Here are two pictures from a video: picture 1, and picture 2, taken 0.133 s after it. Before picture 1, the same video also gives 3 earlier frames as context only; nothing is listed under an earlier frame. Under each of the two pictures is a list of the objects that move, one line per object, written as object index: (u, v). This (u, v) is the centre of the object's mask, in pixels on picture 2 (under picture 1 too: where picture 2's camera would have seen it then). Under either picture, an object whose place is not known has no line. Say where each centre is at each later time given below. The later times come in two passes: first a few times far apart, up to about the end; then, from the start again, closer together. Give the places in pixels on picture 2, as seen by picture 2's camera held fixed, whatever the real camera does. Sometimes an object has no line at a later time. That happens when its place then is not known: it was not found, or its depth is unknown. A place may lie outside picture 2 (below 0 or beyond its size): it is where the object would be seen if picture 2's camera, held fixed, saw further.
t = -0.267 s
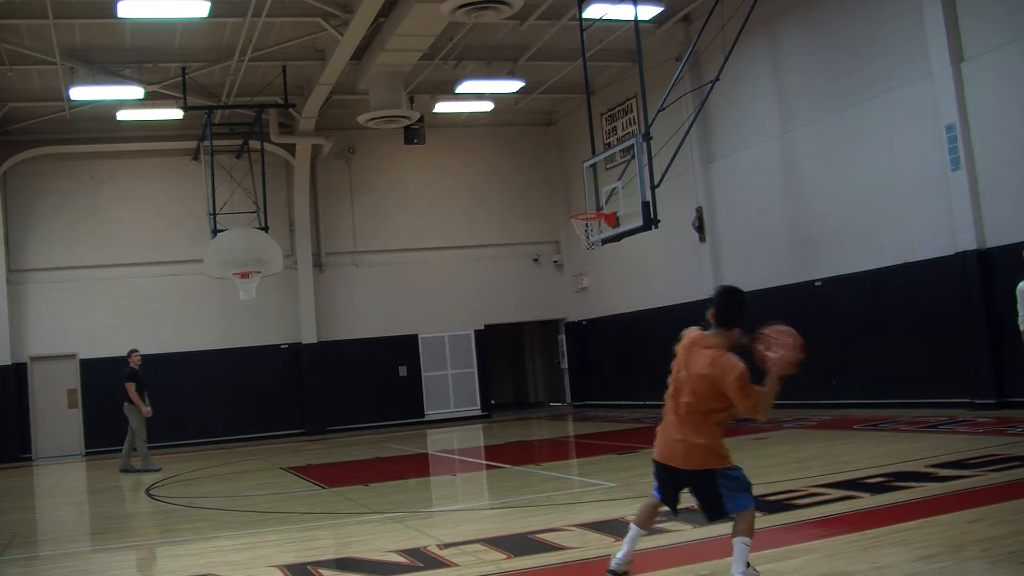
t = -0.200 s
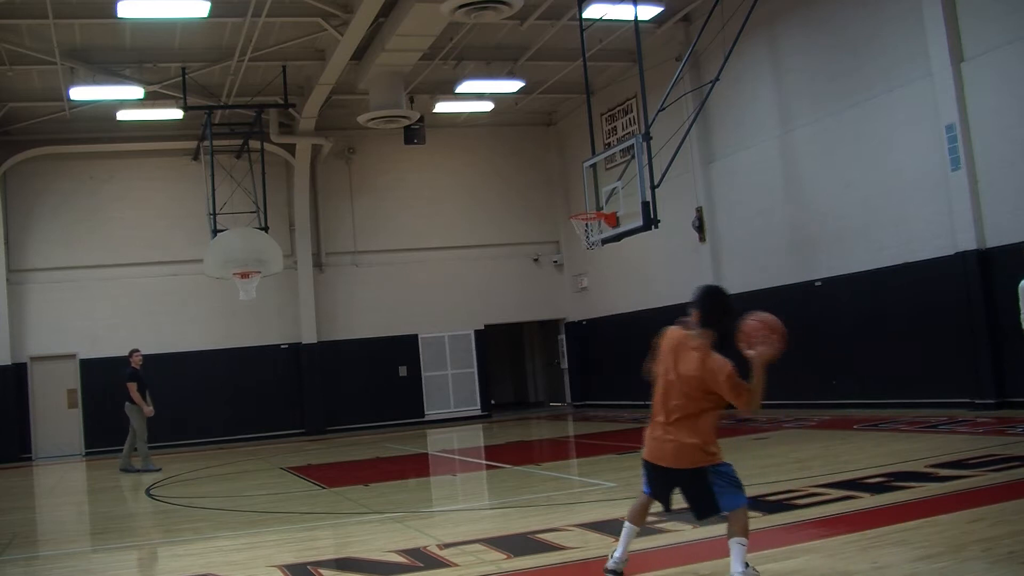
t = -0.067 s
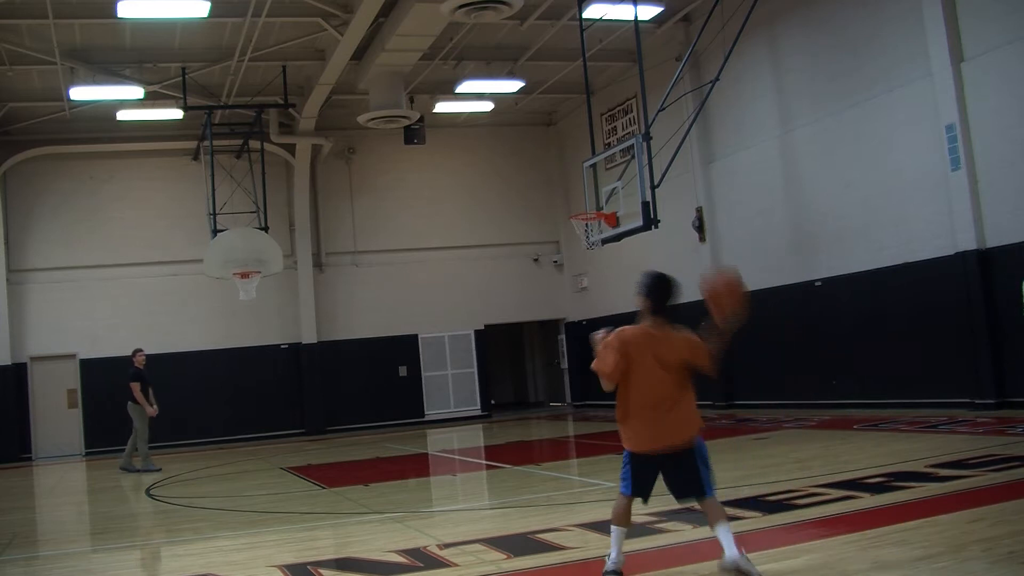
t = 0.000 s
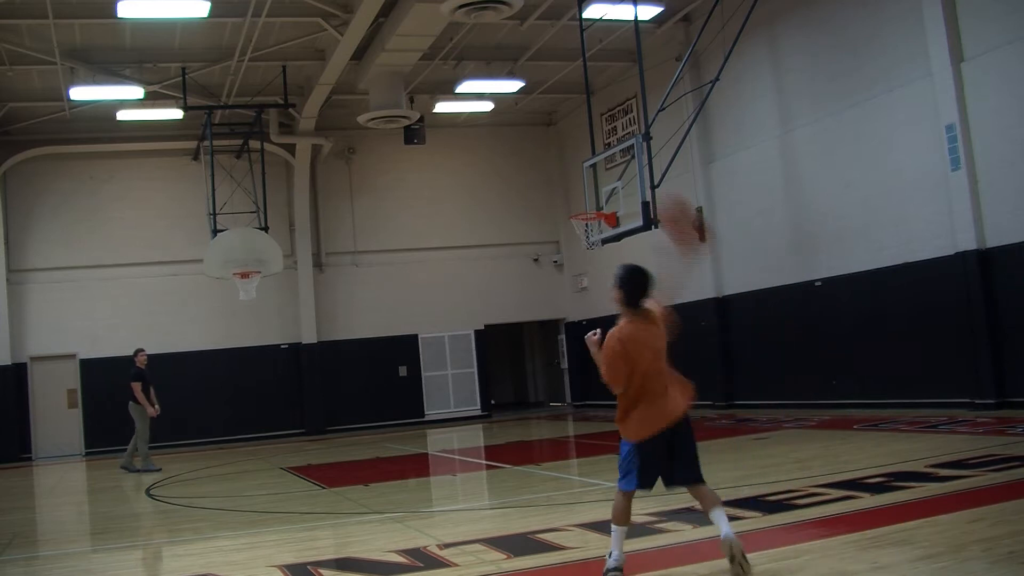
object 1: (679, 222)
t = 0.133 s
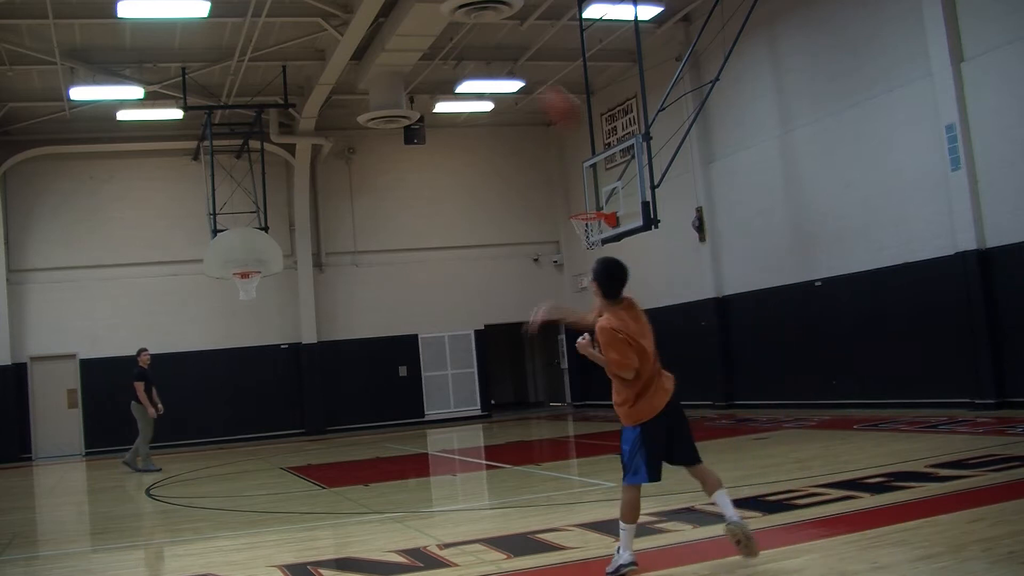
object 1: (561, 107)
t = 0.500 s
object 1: (386, 17)
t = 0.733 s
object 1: (332, 36)
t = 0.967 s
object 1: (293, 86)
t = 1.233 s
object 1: (263, 166)
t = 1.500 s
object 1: (241, 266)
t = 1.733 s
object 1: (262, 282)
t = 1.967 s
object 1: (248, 310)
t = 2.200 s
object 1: (235, 368)
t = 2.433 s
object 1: (226, 449)
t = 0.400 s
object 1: (421, 22)
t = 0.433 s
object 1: (409, 21)
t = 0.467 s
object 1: (395, 18)
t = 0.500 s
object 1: (386, 17)
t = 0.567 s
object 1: (367, 19)
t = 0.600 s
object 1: (359, 21)
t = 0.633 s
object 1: (352, 24)
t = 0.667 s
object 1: (345, 27)
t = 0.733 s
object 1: (332, 36)
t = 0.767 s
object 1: (324, 42)
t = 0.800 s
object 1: (320, 48)
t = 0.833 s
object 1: (314, 54)
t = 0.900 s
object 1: (302, 70)
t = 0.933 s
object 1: (298, 77)
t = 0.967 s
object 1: (293, 86)
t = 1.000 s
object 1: (288, 95)
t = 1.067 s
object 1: (281, 112)
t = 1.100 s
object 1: (276, 123)
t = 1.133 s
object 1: (272, 133)
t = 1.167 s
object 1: (270, 144)
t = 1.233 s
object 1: (263, 166)
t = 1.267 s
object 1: (260, 179)
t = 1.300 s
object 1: (258, 192)
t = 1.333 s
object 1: (254, 204)
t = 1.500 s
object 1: (241, 266)
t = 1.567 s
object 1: (259, 281)
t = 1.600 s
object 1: (263, 280)
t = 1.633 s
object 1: (264, 278)
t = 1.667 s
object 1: (264, 279)
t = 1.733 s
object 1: (262, 282)
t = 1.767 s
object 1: (260, 284)
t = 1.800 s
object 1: (258, 287)
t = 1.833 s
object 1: (256, 290)
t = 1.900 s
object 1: (252, 300)
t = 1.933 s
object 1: (250, 305)
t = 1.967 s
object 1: (248, 310)
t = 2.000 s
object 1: (246, 317)
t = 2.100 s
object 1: (240, 340)
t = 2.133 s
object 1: (239, 350)
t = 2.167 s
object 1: (237, 358)
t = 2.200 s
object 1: (235, 368)
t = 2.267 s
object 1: (232, 391)
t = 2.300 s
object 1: (231, 403)
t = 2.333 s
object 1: (230, 415)
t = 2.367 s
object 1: (229, 427)
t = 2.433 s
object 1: (226, 449)
